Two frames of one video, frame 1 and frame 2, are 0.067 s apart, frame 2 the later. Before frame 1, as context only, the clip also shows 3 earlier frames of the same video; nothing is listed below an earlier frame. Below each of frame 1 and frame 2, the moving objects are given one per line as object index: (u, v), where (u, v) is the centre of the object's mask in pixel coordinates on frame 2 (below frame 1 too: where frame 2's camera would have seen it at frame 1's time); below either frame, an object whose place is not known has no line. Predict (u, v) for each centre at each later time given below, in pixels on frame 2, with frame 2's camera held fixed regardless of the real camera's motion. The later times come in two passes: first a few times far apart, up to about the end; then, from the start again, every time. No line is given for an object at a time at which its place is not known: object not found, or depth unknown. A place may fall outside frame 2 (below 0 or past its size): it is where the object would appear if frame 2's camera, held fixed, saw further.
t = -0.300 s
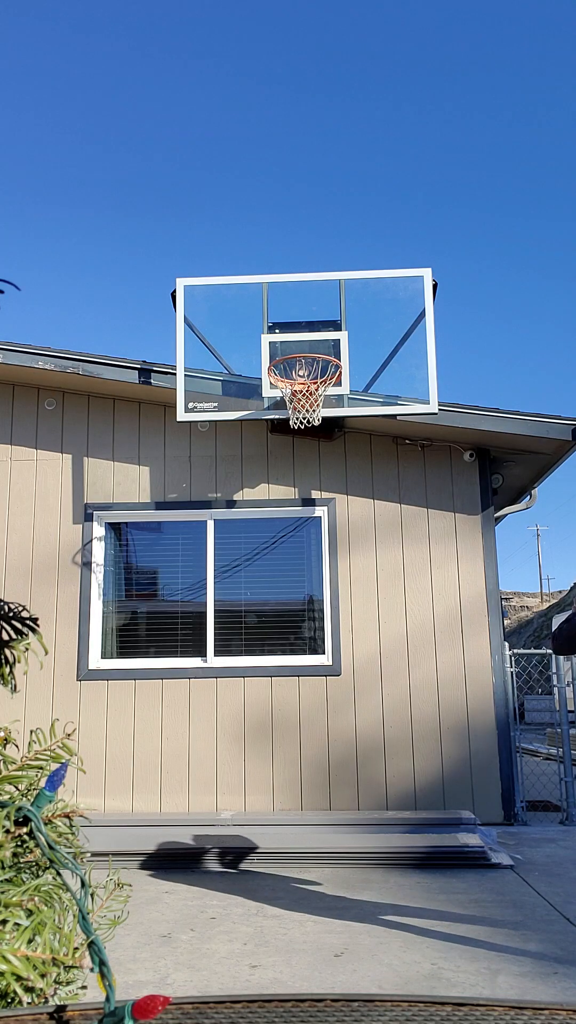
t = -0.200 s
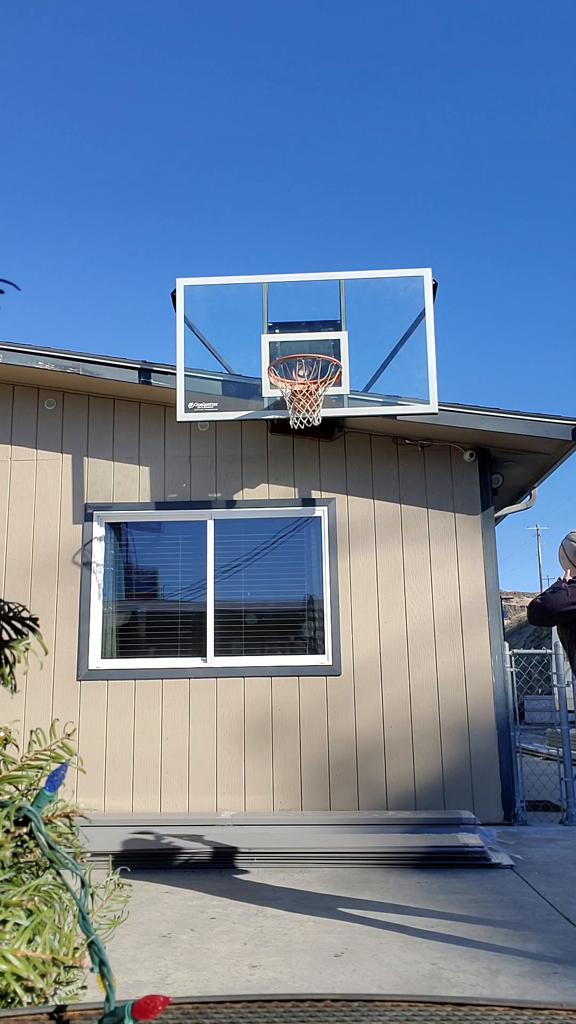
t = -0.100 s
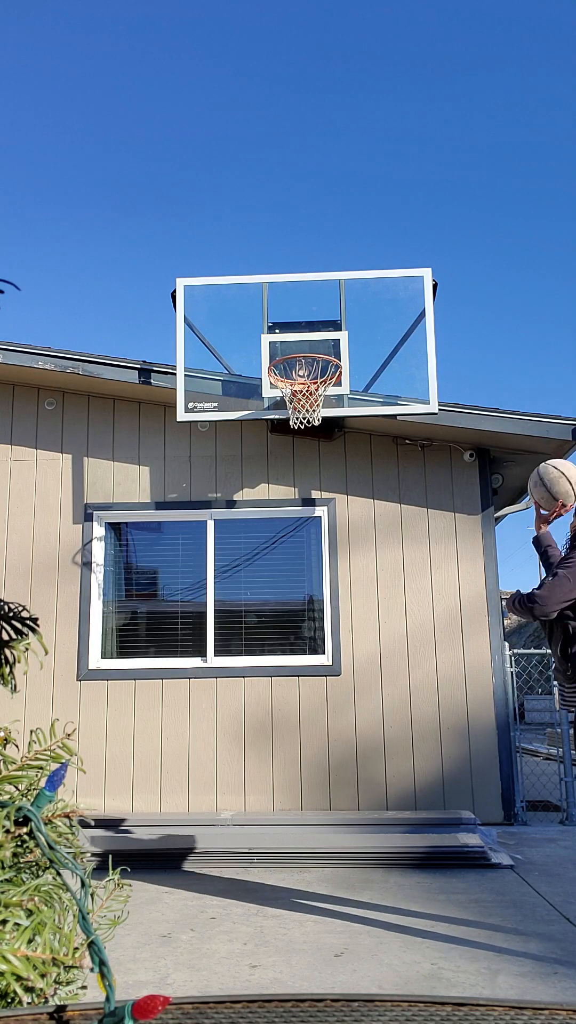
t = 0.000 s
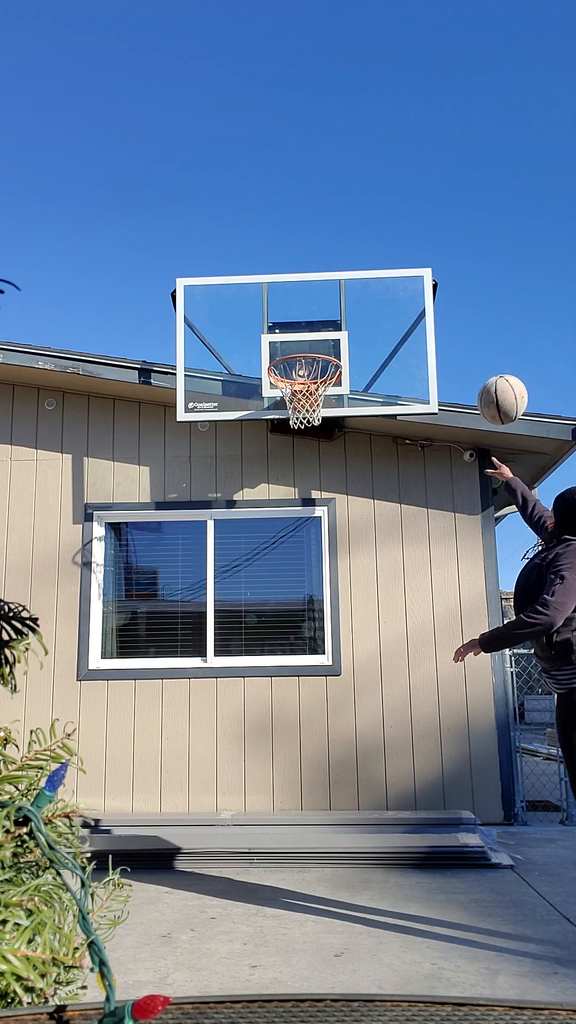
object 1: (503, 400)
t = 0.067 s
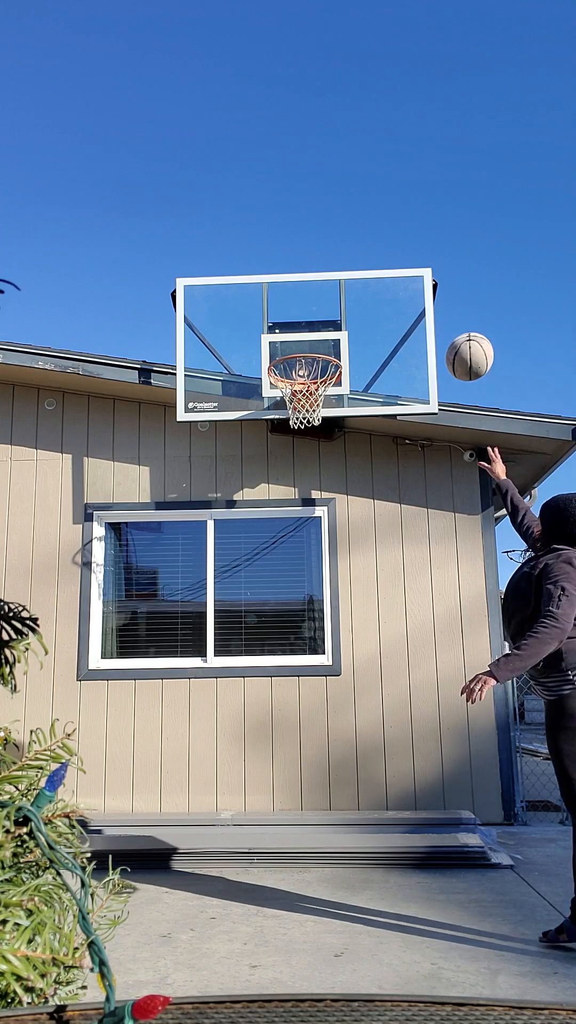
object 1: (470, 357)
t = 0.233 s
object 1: (402, 297)
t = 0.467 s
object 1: (330, 296)
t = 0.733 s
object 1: (276, 349)
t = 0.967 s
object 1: (279, 337)
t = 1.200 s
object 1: (276, 366)
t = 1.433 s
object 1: (243, 374)
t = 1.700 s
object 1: (199, 469)
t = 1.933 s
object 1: (156, 649)
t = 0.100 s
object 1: (455, 340)
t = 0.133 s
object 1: (440, 326)
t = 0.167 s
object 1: (427, 314)
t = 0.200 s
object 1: (414, 304)
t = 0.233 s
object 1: (402, 297)
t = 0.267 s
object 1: (390, 292)
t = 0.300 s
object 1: (379, 288)
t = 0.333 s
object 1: (368, 287)
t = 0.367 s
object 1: (358, 287)
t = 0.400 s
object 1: (348, 289)
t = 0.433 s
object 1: (339, 292)
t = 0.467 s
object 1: (330, 296)
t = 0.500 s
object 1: (321, 302)
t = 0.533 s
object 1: (313, 309)
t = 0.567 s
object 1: (305, 318)
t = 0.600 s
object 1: (297, 328)
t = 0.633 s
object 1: (289, 339)
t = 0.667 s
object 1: (281, 351)
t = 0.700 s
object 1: (277, 357)
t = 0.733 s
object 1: (276, 349)
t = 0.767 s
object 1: (277, 344)
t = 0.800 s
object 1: (277, 340)
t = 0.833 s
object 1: (278, 336)
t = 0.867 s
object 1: (278, 334)
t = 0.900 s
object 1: (279, 333)
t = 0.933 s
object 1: (279, 335)
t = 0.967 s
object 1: (279, 337)
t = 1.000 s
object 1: (280, 341)
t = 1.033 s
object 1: (280, 345)
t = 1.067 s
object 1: (281, 353)
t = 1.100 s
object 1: (282, 360)
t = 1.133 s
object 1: (283, 368)
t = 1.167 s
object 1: (280, 369)
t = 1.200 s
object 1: (276, 366)
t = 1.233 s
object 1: (272, 364)
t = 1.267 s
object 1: (267, 363)
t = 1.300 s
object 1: (262, 362)
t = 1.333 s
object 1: (257, 363)
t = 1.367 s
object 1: (252, 365)
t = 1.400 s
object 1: (248, 369)
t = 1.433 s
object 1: (243, 374)
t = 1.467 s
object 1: (237, 380)
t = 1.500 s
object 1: (232, 388)
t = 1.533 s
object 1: (227, 397)
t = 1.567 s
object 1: (221, 408)
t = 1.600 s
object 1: (216, 421)
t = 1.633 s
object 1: (210, 436)
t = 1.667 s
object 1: (205, 451)
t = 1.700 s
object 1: (199, 469)
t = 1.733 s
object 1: (193, 489)
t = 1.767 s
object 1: (187, 510)
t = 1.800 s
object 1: (181, 533)
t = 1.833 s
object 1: (175, 559)
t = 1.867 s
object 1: (169, 587)
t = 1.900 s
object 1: (163, 617)
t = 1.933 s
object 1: (156, 649)
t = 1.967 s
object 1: (149, 684)
